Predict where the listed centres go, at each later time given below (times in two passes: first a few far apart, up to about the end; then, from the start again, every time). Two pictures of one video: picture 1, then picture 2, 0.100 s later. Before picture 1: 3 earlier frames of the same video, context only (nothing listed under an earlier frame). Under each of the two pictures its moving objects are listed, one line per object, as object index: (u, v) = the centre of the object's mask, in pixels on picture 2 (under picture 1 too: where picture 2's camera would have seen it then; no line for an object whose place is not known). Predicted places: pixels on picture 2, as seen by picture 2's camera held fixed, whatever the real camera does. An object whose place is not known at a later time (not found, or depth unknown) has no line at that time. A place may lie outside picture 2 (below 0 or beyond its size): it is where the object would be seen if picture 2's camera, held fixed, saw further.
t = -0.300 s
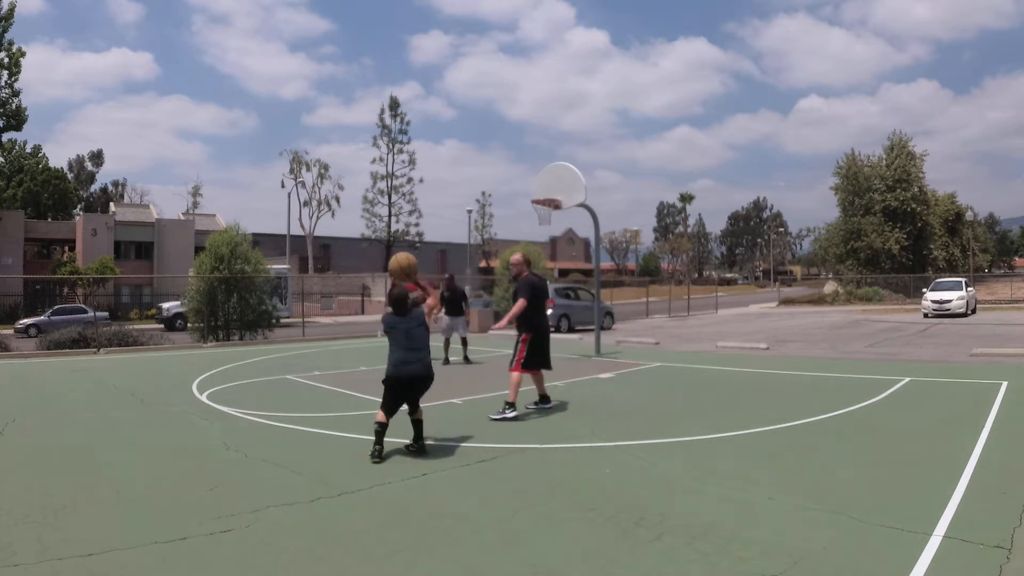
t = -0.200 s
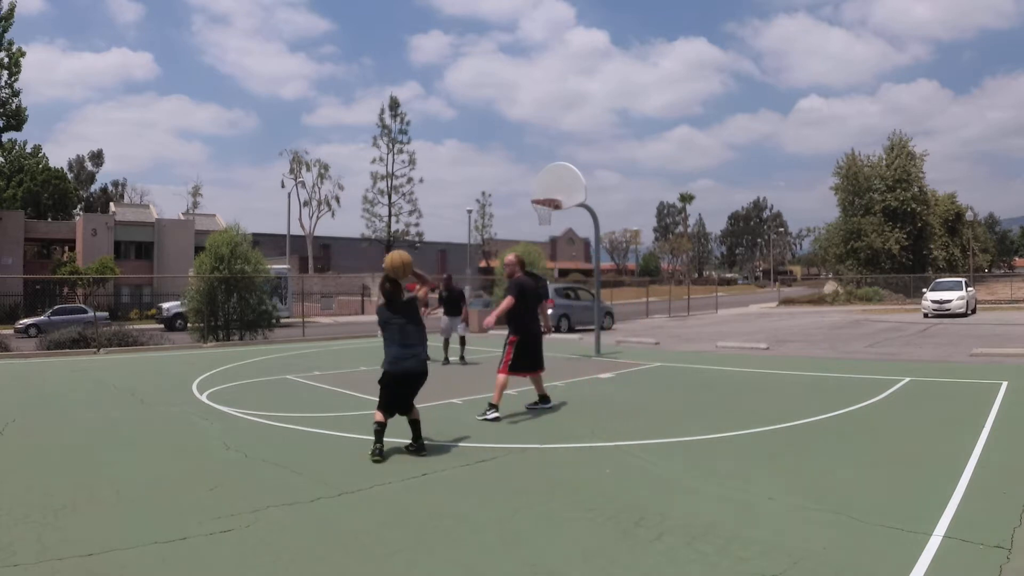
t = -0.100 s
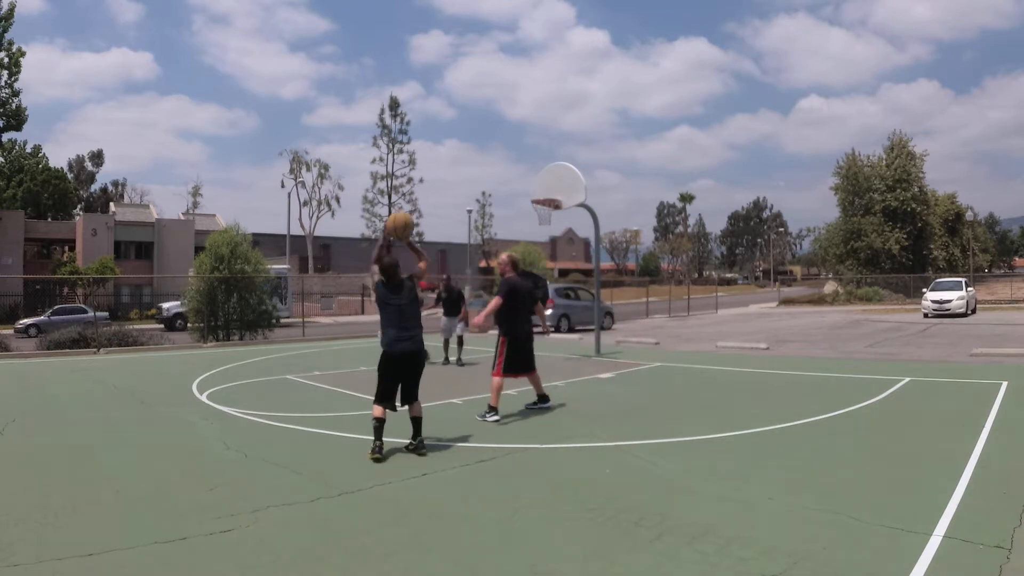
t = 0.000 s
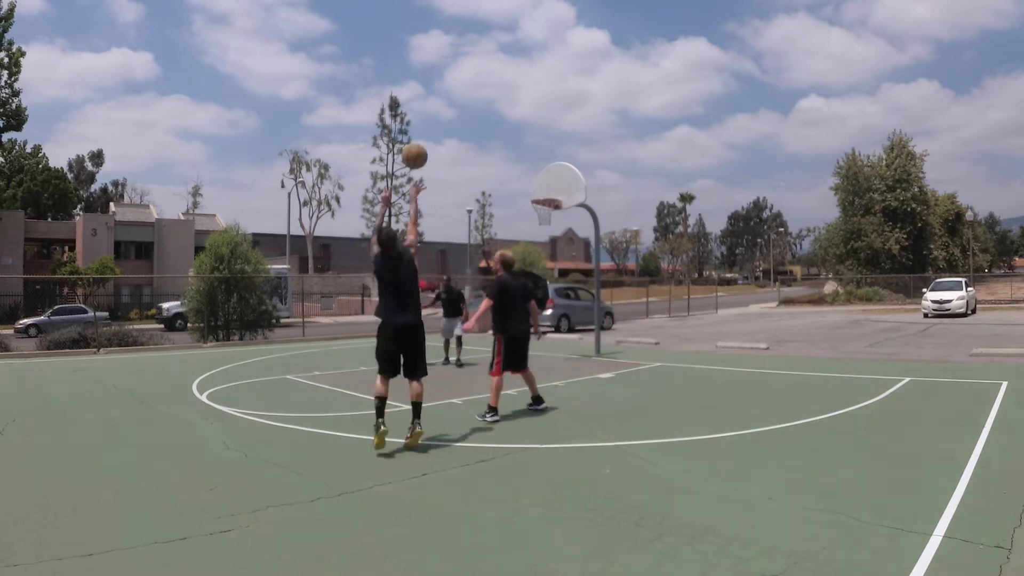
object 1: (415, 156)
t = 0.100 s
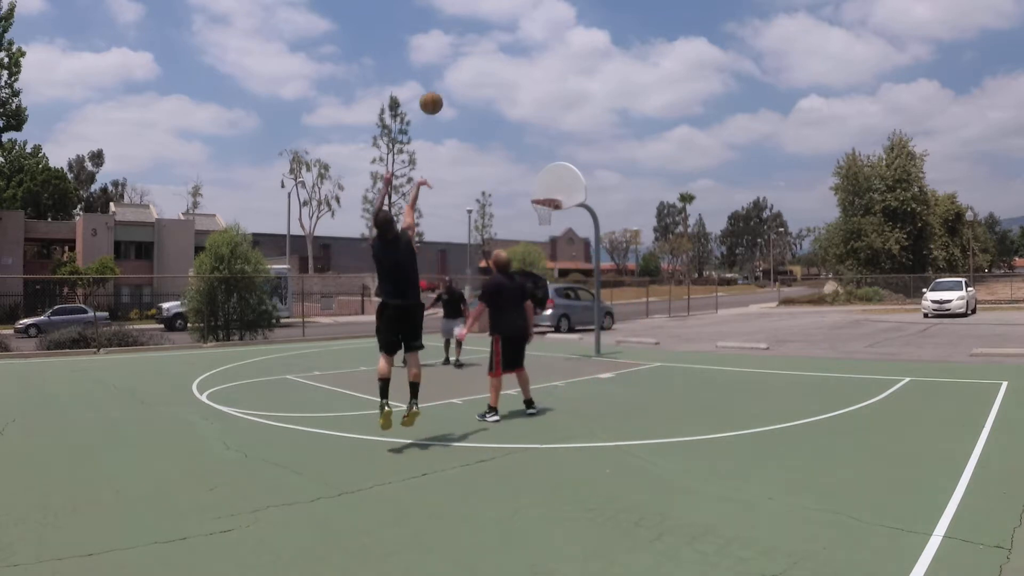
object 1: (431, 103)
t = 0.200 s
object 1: (445, 67)
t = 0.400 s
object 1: (468, 32)
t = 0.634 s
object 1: (488, 34)
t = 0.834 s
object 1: (501, 61)
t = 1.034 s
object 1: (513, 107)
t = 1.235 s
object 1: (523, 169)
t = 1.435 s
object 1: (532, 244)
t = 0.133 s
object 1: (436, 89)
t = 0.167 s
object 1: (440, 78)
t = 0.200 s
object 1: (445, 67)
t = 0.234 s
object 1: (449, 58)
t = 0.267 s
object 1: (453, 51)
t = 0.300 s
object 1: (457, 44)
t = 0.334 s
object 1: (461, 39)
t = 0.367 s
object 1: (464, 35)
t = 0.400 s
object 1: (468, 32)
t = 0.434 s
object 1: (471, 30)
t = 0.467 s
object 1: (474, 29)
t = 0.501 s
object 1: (477, 29)
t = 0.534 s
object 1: (480, 29)
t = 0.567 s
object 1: (482, 30)
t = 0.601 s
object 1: (485, 32)
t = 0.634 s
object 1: (488, 34)
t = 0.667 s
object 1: (490, 37)
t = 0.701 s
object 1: (492, 41)
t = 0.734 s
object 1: (495, 45)
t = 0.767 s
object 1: (497, 50)
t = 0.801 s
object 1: (499, 55)
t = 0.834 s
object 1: (501, 61)
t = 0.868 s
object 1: (503, 68)
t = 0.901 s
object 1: (505, 75)
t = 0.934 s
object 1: (507, 82)
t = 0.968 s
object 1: (509, 90)
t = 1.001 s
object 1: (511, 98)
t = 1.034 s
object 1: (513, 107)
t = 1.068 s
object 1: (515, 117)
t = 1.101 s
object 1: (517, 126)
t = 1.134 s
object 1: (518, 137)
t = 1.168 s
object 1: (520, 147)
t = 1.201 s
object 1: (521, 158)
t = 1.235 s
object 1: (523, 169)
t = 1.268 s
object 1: (524, 181)
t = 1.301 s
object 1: (526, 193)
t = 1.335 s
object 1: (527, 206)
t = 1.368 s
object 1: (528, 218)
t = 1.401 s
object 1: (530, 231)
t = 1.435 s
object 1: (532, 244)
